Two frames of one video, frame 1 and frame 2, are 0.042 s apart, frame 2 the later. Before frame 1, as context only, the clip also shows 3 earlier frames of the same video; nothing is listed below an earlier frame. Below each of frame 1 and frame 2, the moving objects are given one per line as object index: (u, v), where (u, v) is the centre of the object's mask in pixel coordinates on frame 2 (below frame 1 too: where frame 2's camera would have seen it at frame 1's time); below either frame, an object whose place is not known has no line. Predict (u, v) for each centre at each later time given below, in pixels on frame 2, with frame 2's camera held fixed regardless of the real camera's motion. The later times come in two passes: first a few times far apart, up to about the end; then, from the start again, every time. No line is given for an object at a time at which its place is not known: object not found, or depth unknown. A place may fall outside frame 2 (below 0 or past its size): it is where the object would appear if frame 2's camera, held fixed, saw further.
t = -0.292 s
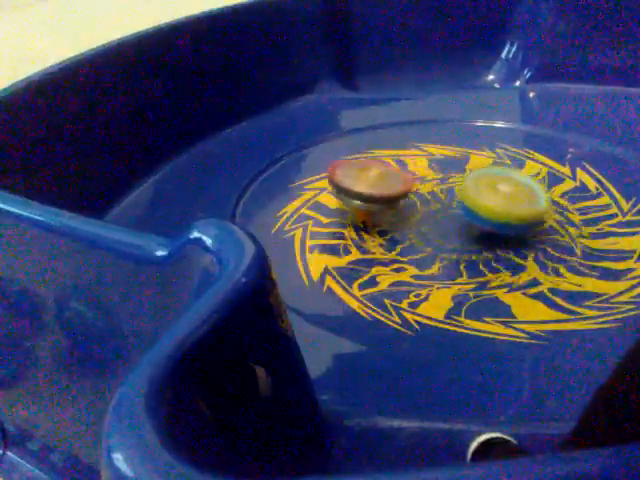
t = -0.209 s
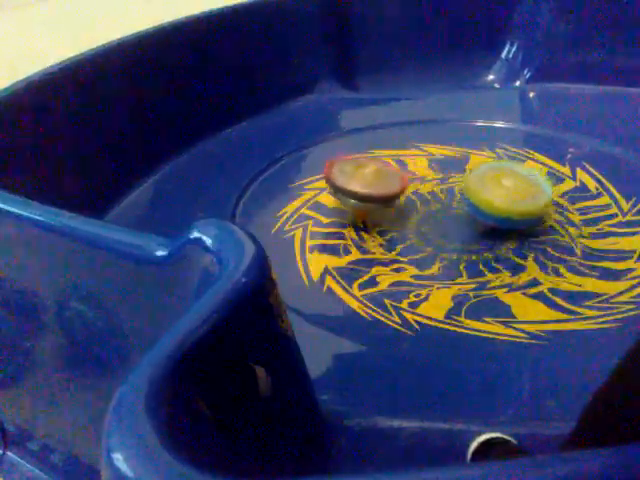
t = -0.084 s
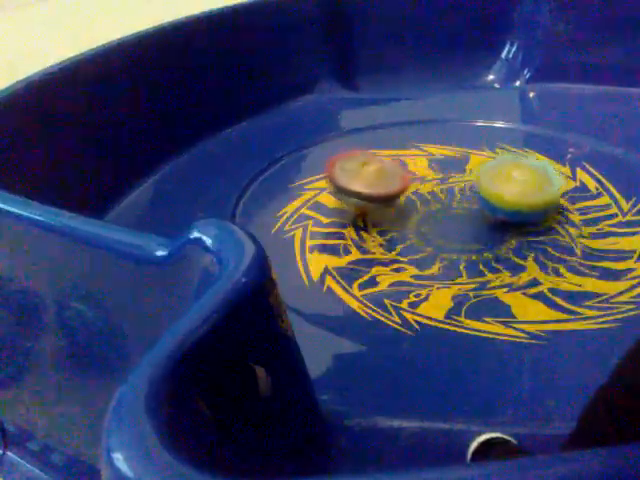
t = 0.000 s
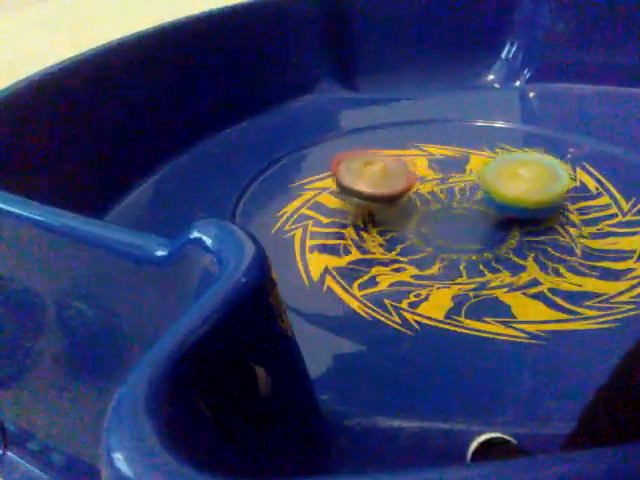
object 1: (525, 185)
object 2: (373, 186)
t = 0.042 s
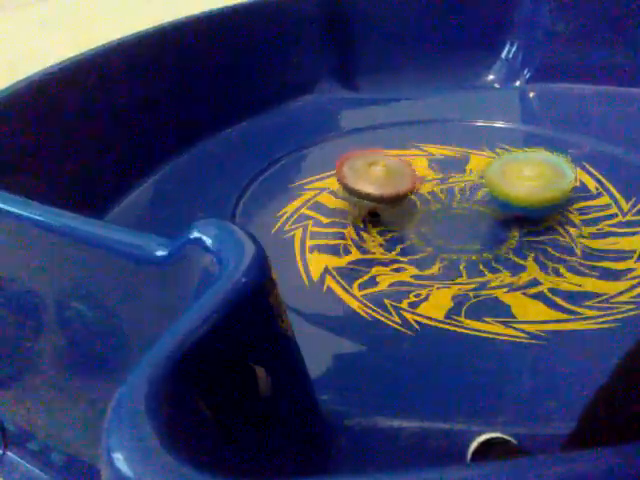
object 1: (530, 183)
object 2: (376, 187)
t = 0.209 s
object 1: (540, 182)
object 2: (395, 188)
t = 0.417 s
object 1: (534, 188)
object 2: (417, 195)
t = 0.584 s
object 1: (516, 193)
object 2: (428, 204)
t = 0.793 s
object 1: (501, 191)
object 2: (421, 216)
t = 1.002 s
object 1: (478, 187)
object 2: (404, 221)
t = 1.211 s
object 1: (458, 180)
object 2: (389, 221)
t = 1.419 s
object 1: (450, 174)
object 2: (388, 213)
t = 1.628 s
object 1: (464, 164)
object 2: (388, 216)
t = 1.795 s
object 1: (480, 162)
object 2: (398, 220)
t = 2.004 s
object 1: (490, 174)
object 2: (418, 223)
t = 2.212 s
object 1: (477, 184)
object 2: (439, 227)
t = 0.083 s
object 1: (532, 183)
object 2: (379, 187)
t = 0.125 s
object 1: (536, 182)
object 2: (385, 187)
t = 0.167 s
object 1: (539, 182)
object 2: (391, 188)
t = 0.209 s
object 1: (540, 182)
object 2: (395, 188)
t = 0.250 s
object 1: (541, 183)
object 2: (398, 190)
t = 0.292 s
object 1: (541, 184)
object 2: (403, 188)
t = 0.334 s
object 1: (540, 185)
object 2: (409, 192)
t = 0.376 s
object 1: (537, 187)
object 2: (412, 194)
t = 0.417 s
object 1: (534, 188)
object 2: (417, 195)
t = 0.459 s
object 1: (529, 190)
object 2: (422, 198)
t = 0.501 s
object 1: (525, 191)
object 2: (425, 200)
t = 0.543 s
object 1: (518, 192)
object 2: (428, 202)
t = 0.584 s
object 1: (516, 193)
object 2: (428, 204)
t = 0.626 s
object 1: (516, 193)
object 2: (424, 206)
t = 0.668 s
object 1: (512, 193)
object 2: (425, 209)
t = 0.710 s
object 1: (509, 193)
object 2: (425, 212)
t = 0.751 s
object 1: (504, 193)
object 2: (422, 216)
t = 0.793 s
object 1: (501, 191)
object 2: (421, 216)
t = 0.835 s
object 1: (497, 191)
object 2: (418, 217)
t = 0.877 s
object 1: (492, 190)
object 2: (414, 218)
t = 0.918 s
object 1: (486, 186)
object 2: (412, 219)
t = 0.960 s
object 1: (483, 187)
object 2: (408, 220)
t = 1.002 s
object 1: (478, 187)
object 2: (404, 221)
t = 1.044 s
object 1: (475, 186)
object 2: (401, 222)
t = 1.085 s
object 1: (469, 183)
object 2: (396, 222)
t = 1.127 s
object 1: (466, 182)
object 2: (393, 222)
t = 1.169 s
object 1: (462, 181)
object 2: (390, 222)
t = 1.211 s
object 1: (458, 180)
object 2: (389, 221)
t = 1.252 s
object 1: (456, 178)
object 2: (388, 219)
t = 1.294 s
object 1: (454, 178)
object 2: (387, 219)
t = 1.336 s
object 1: (452, 177)
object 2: (387, 217)
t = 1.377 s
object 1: (451, 175)
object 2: (388, 216)
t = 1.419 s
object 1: (450, 174)
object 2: (388, 213)
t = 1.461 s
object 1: (450, 173)
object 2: (389, 211)
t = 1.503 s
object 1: (448, 171)
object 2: (392, 209)
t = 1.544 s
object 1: (448, 171)
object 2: (393, 208)
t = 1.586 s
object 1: (454, 166)
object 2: (390, 213)
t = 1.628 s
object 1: (464, 164)
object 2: (388, 216)
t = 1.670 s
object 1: (470, 162)
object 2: (389, 217)
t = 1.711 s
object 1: (472, 162)
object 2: (391, 218)
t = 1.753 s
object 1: (477, 161)
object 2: (395, 219)
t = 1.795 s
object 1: (480, 162)
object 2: (398, 220)
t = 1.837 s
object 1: (484, 164)
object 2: (401, 222)
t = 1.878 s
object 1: (486, 165)
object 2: (405, 222)
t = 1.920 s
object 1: (489, 168)
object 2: (407, 222)
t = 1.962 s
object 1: (489, 171)
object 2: (410, 223)
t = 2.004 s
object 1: (490, 174)
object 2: (418, 223)
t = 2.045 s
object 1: (490, 176)
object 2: (422, 226)
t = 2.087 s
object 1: (489, 178)
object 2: (429, 226)
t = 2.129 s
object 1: (485, 182)
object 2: (432, 226)
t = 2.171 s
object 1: (483, 183)
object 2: (435, 226)
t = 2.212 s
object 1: (477, 184)
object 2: (439, 227)
